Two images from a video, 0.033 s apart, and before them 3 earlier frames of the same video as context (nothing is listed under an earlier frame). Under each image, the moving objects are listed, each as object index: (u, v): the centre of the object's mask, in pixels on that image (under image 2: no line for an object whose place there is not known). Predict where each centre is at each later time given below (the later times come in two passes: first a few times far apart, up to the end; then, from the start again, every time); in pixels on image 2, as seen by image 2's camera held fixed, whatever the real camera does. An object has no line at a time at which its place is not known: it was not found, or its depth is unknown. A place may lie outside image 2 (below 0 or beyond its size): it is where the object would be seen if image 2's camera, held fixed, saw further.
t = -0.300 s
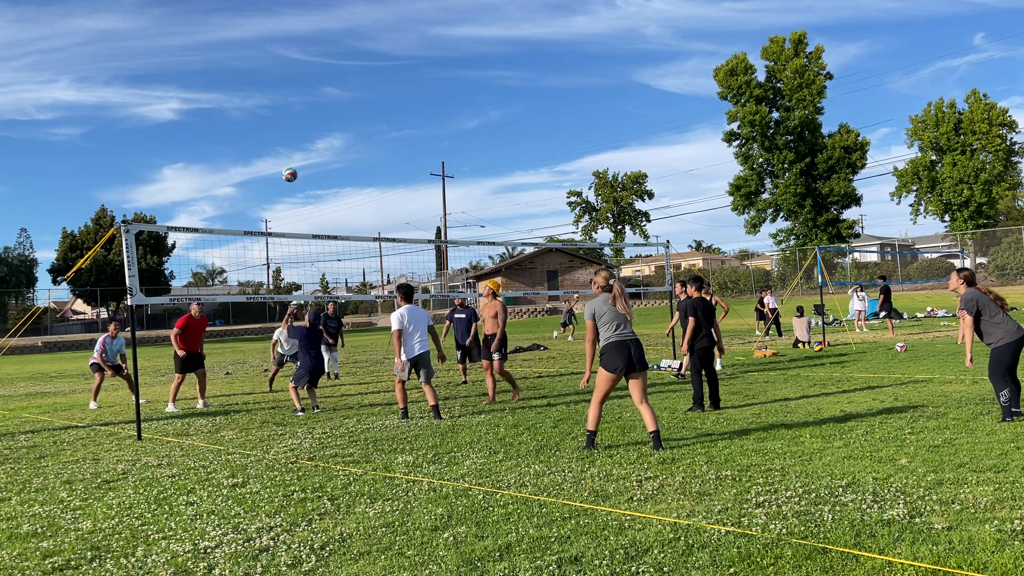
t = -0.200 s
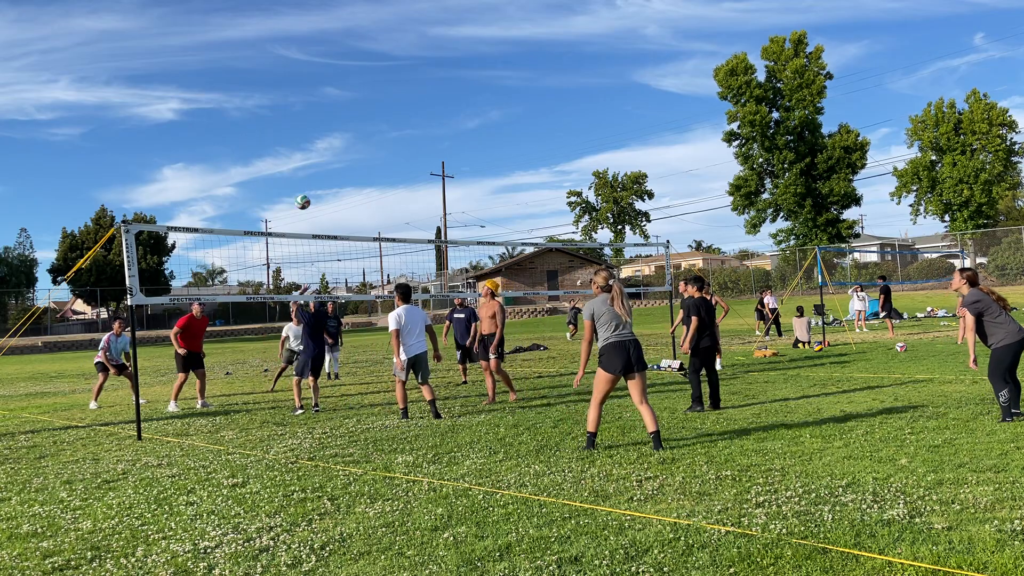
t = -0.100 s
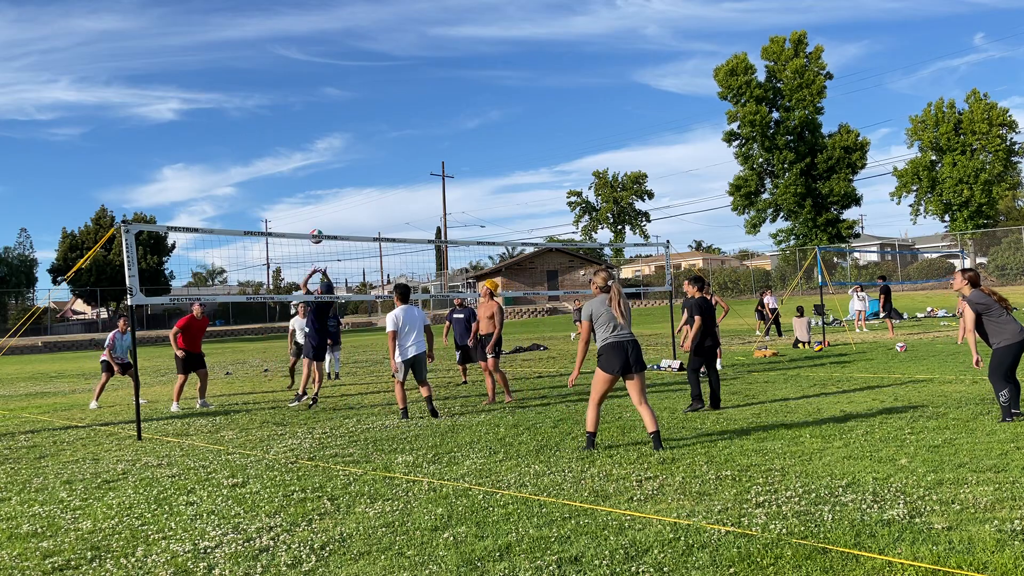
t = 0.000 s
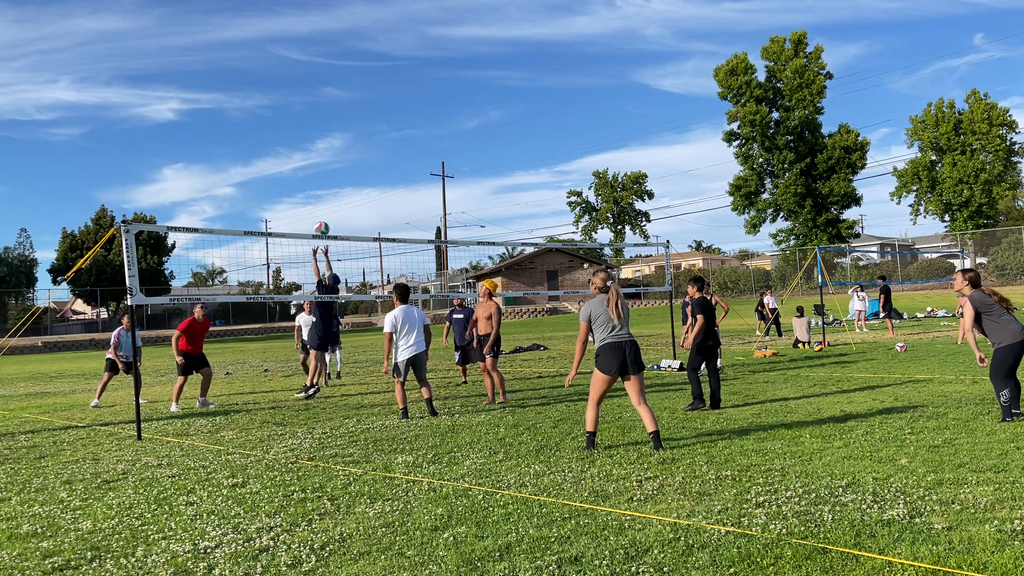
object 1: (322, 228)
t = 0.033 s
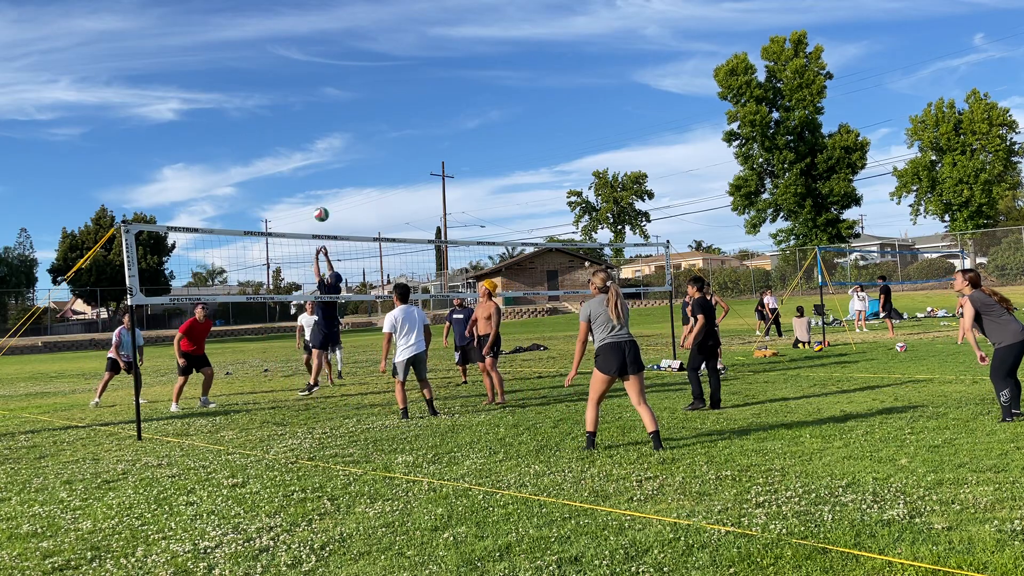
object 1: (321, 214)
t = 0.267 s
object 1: (319, 134)
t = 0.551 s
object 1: (321, 90)
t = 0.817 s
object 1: (327, 99)
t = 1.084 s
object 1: (335, 157)
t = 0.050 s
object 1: (321, 207)
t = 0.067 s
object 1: (321, 200)
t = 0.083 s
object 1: (321, 194)
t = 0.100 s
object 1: (320, 187)
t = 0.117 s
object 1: (320, 181)
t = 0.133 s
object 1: (320, 175)
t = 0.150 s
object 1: (320, 169)
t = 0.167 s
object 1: (320, 164)
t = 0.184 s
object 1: (320, 158)
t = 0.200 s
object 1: (320, 153)
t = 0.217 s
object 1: (319, 148)
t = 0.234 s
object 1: (320, 143)
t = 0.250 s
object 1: (320, 139)
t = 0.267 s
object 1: (319, 134)
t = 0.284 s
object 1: (319, 130)
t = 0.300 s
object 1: (319, 126)
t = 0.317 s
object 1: (320, 122)
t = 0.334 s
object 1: (320, 119)
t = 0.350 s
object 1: (320, 115)
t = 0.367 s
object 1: (320, 112)
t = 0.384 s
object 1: (320, 109)
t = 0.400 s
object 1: (320, 106)
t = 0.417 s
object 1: (320, 104)
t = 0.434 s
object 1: (320, 101)
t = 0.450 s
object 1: (320, 99)
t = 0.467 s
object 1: (320, 97)
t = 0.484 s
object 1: (321, 95)
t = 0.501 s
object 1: (321, 94)
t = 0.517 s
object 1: (321, 92)
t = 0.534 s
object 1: (321, 91)
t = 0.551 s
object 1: (321, 90)
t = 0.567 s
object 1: (322, 89)
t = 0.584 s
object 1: (322, 89)
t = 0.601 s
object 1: (322, 88)
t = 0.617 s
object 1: (322, 88)
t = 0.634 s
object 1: (323, 88)
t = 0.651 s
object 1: (323, 88)
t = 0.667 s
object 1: (323, 88)
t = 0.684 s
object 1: (323, 88)
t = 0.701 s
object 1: (324, 89)
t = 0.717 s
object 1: (324, 90)
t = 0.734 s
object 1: (325, 91)
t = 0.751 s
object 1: (325, 92)
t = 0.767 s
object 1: (325, 93)
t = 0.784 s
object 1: (326, 95)
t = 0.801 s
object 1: (326, 97)
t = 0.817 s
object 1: (327, 99)
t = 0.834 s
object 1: (327, 101)
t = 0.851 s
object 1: (328, 104)
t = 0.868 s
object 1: (328, 106)
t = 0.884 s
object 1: (328, 109)
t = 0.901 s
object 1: (329, 112)
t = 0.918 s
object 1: (329, 115)
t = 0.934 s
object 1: (330, 118)
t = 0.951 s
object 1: (330, 122)
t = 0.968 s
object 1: (331, 125)
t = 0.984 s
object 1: (331, 129)
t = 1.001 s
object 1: (332, 134)
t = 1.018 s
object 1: (333, 138)
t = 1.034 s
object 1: (333, 142)
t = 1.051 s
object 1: (334, 147)
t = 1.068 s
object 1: (334, 152)
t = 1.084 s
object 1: (335, 157)
